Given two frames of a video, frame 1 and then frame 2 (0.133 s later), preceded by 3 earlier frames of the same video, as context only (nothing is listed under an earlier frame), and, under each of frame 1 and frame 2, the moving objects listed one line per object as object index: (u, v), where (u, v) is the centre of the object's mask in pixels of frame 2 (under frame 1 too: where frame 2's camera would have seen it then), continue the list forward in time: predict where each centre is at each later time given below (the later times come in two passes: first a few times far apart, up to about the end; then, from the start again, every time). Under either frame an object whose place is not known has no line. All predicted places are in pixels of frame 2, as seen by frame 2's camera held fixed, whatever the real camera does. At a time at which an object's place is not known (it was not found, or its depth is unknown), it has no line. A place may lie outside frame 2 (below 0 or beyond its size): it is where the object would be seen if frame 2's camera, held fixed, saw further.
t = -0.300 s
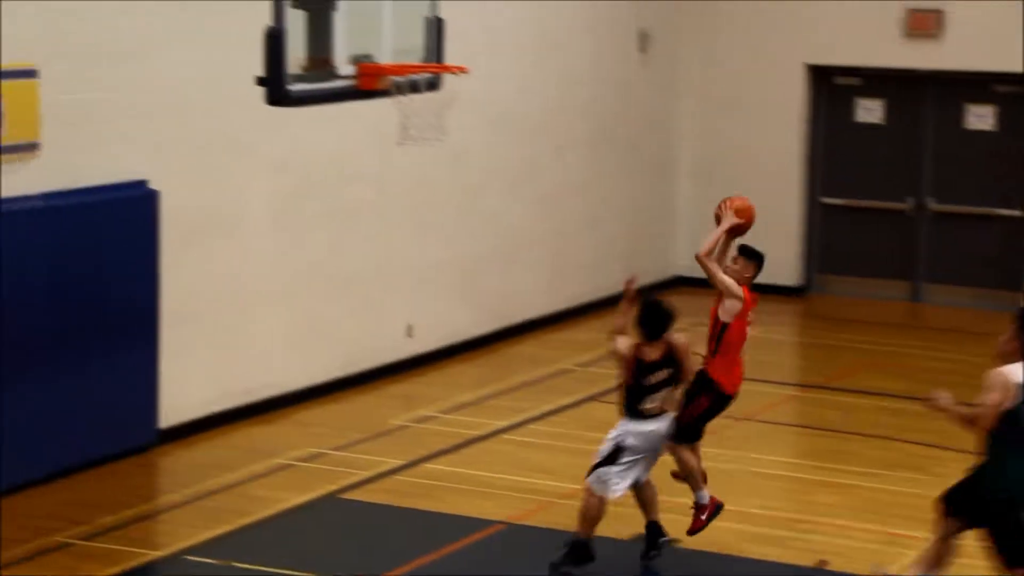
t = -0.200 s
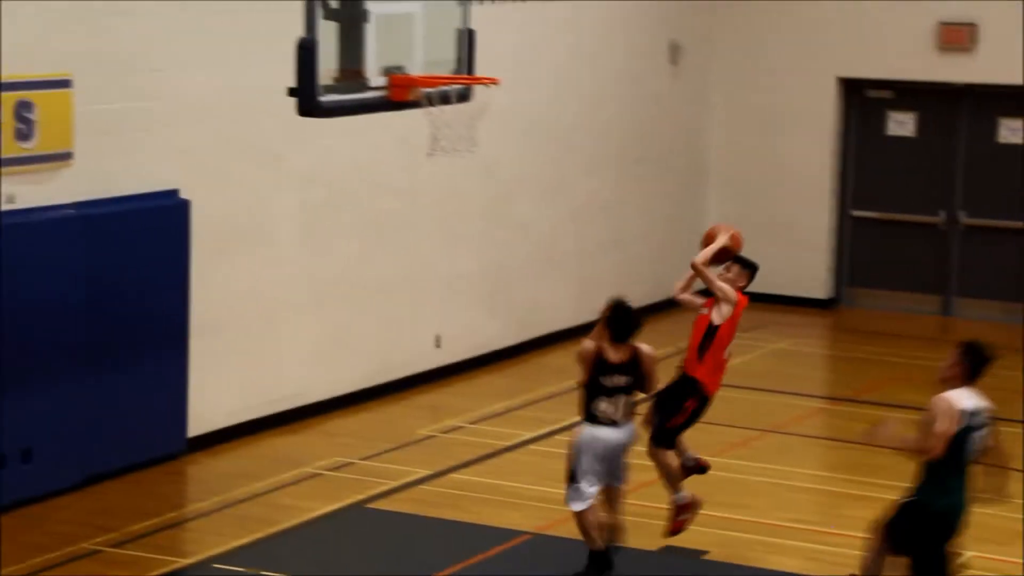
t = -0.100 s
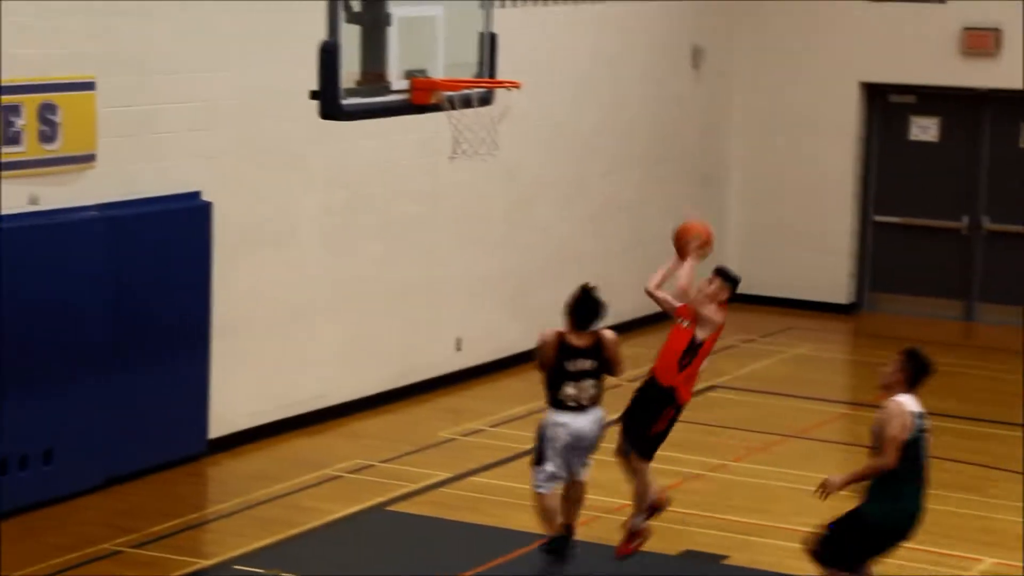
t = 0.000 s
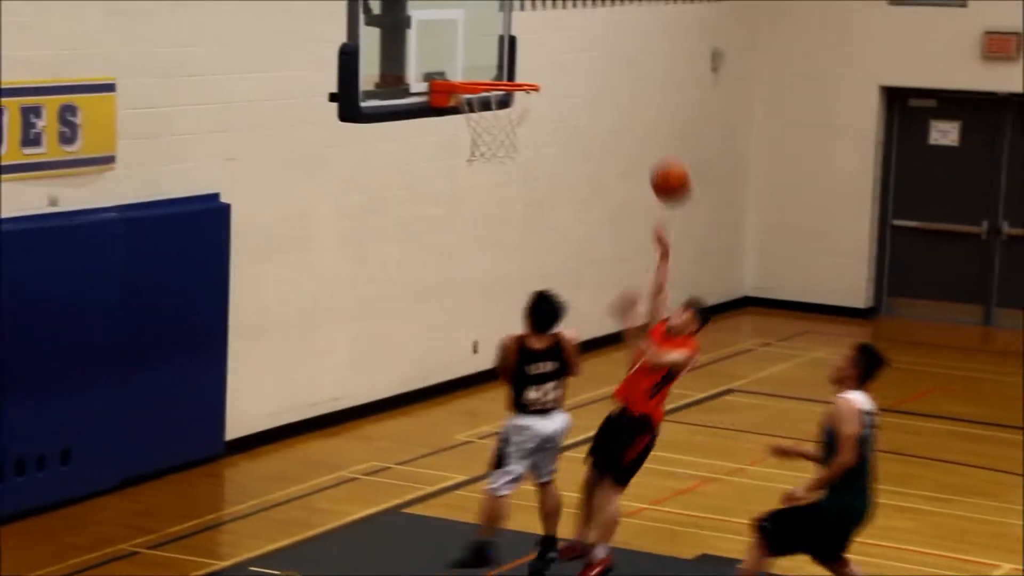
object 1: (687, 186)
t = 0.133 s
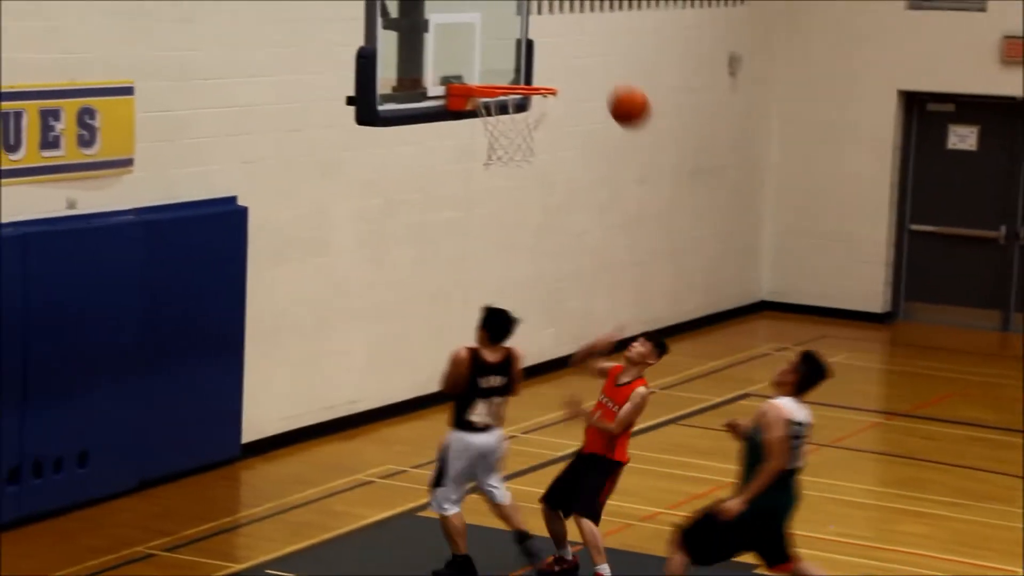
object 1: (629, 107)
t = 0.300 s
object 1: (553, 43)
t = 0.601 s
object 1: (513, 50)
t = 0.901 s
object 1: (514, 61)
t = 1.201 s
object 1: (501, 63)
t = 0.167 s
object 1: (614, 89)
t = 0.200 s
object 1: (600, 76)
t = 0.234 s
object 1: (583, 63)
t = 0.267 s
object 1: (568, 52)
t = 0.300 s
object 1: (553, 43)
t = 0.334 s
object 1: (537, 36)
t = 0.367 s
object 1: (520, 31)
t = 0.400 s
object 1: (502, 27)
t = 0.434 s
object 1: (491, 25)
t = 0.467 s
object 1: (493, 26)
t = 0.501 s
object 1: (499, 29)
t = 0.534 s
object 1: (503, 33)
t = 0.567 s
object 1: (509, 40)
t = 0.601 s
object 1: (513, 50)
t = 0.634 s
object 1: (518, 61)
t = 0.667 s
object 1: (523, 72)
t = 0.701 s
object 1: (526, 75)
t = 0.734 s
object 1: (525, 74)
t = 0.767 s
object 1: (525, 74)
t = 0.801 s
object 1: (523, 74)
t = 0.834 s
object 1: (521, 72)
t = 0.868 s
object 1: (517, 65)
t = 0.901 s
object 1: (514, 61)
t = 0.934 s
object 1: (510, 58)
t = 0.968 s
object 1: (507, 57)
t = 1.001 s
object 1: (502, 57)
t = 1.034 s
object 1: (499, 58)
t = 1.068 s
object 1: (496, 62)
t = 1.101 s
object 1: (491, 68)
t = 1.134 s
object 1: (491, 69)
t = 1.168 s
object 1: (496, 65)
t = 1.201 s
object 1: (501, 63)
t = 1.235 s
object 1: (506, 62)
